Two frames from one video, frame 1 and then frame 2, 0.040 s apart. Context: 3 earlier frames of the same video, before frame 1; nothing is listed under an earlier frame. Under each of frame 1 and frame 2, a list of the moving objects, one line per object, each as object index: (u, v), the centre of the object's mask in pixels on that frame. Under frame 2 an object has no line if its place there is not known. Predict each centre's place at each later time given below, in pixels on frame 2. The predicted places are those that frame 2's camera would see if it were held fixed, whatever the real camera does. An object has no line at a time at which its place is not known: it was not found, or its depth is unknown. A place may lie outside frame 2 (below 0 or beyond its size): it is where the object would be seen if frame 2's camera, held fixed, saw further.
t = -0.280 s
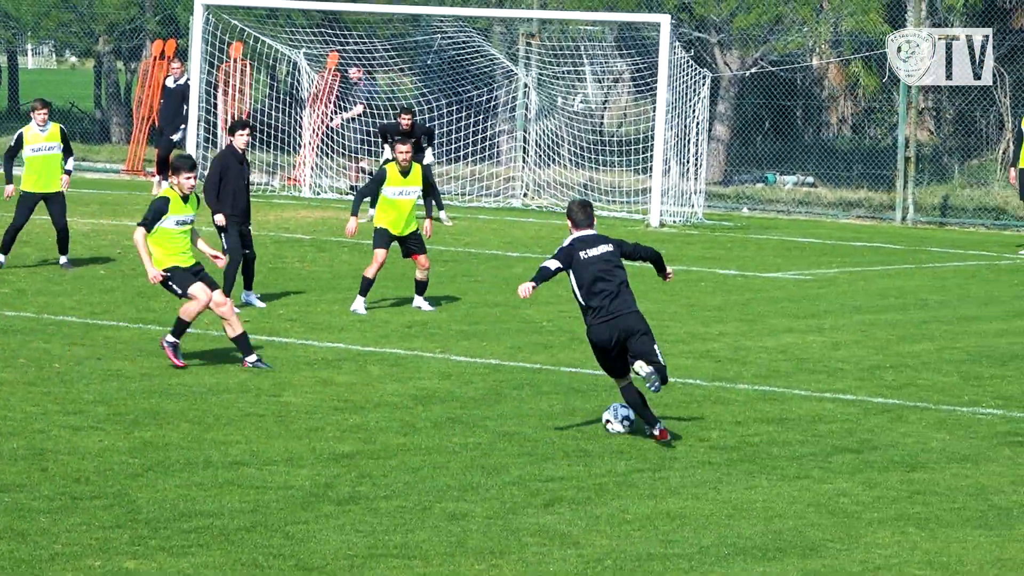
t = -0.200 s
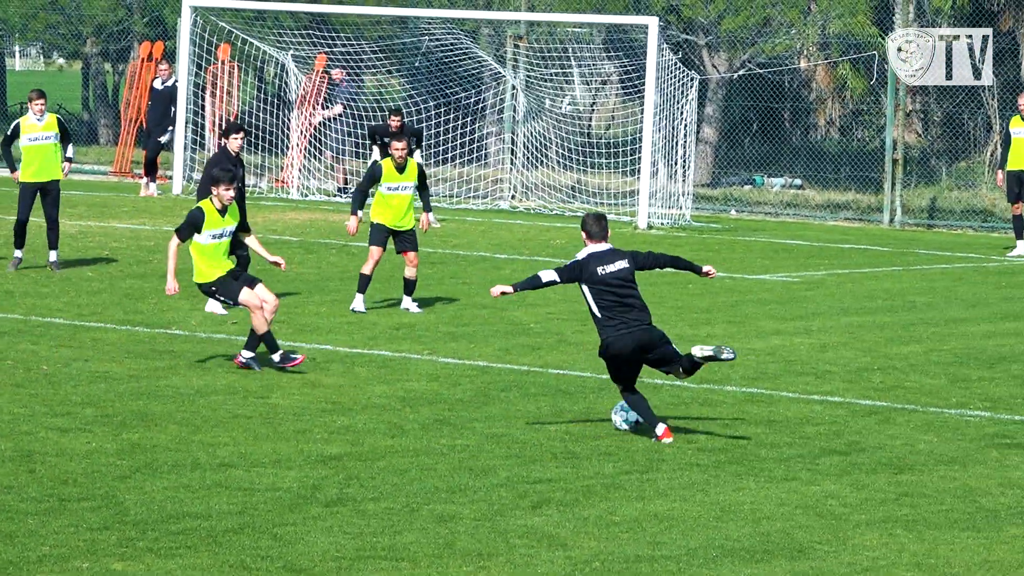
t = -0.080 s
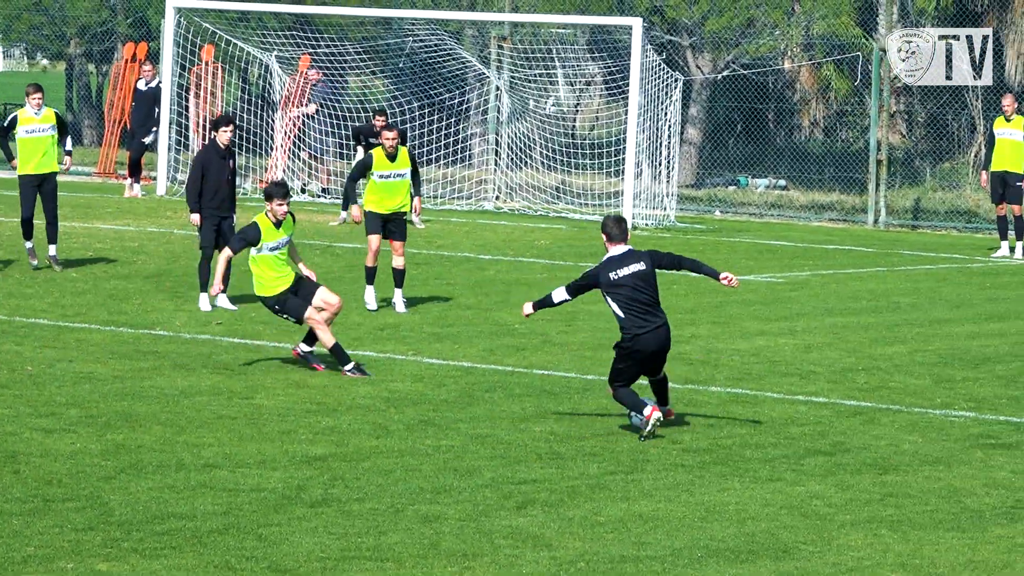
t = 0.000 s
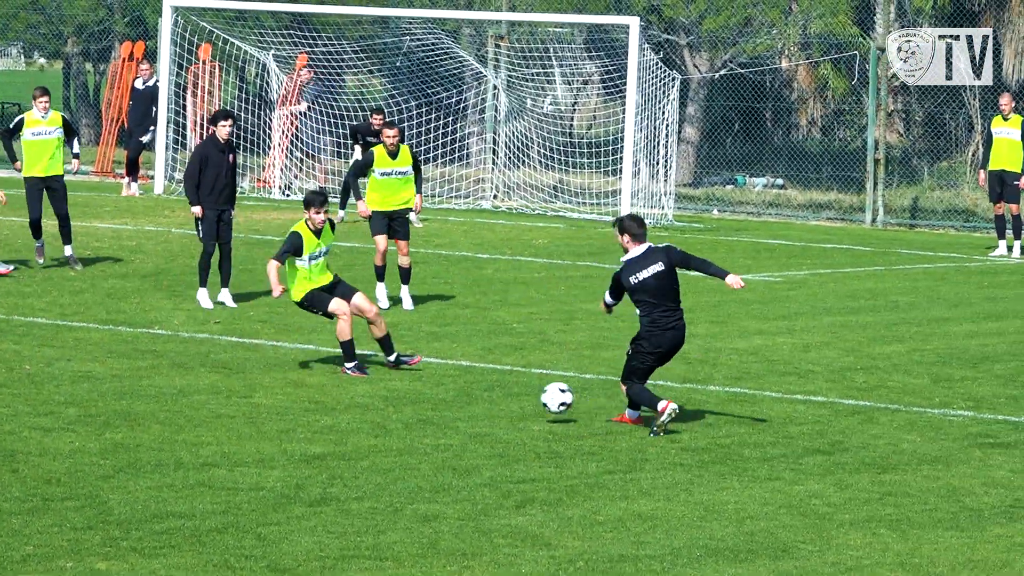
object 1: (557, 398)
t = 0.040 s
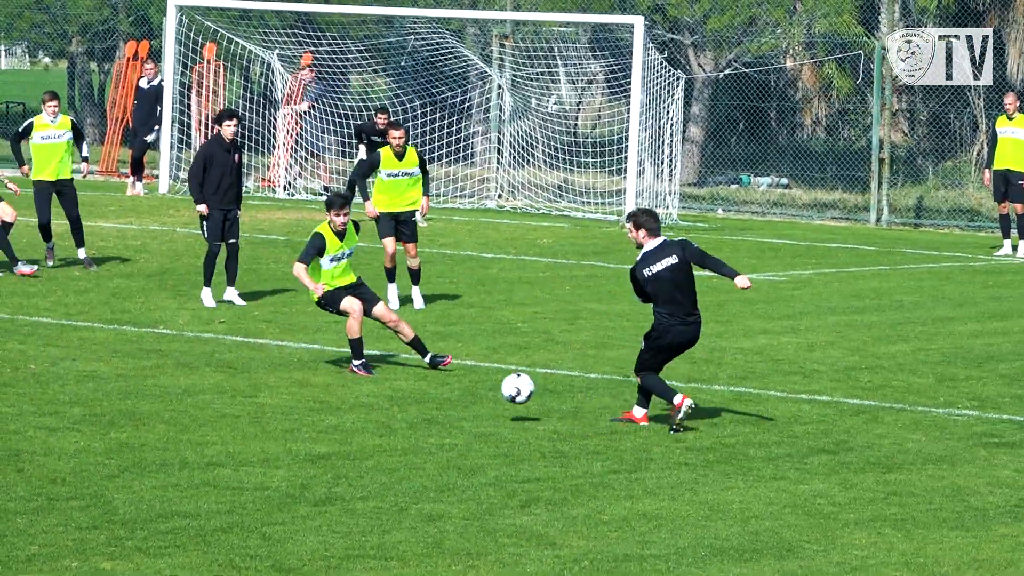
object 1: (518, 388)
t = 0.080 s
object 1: (474, 380)
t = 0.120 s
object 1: (431, 376)
